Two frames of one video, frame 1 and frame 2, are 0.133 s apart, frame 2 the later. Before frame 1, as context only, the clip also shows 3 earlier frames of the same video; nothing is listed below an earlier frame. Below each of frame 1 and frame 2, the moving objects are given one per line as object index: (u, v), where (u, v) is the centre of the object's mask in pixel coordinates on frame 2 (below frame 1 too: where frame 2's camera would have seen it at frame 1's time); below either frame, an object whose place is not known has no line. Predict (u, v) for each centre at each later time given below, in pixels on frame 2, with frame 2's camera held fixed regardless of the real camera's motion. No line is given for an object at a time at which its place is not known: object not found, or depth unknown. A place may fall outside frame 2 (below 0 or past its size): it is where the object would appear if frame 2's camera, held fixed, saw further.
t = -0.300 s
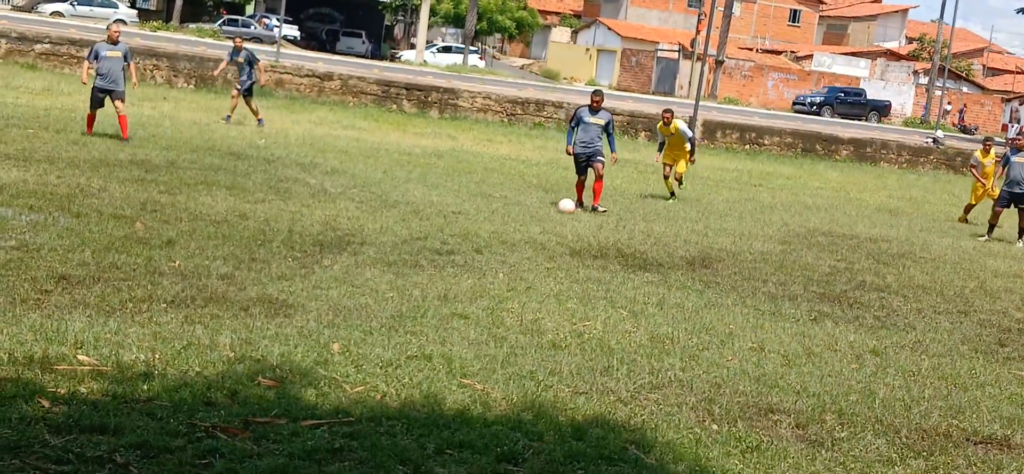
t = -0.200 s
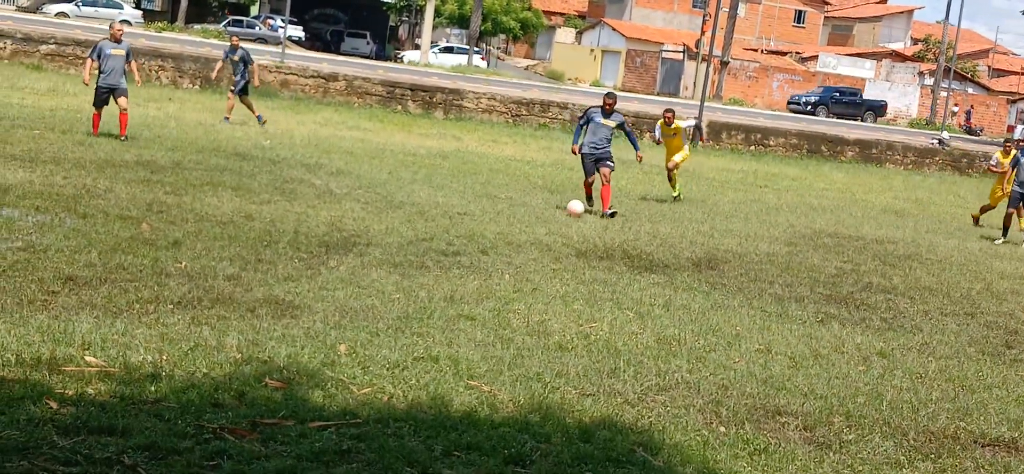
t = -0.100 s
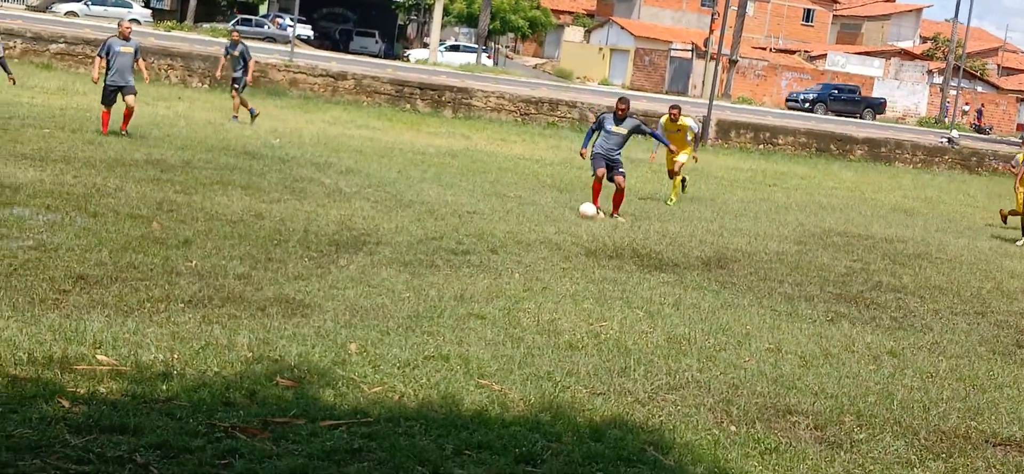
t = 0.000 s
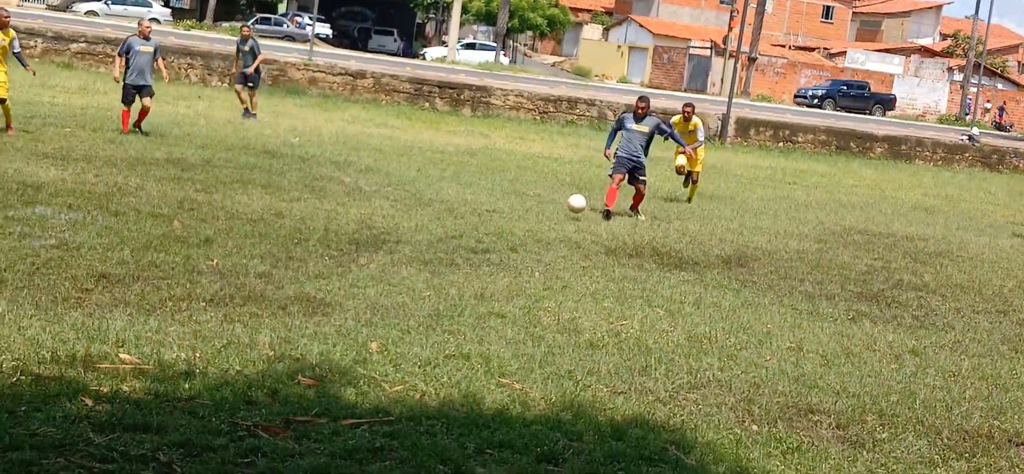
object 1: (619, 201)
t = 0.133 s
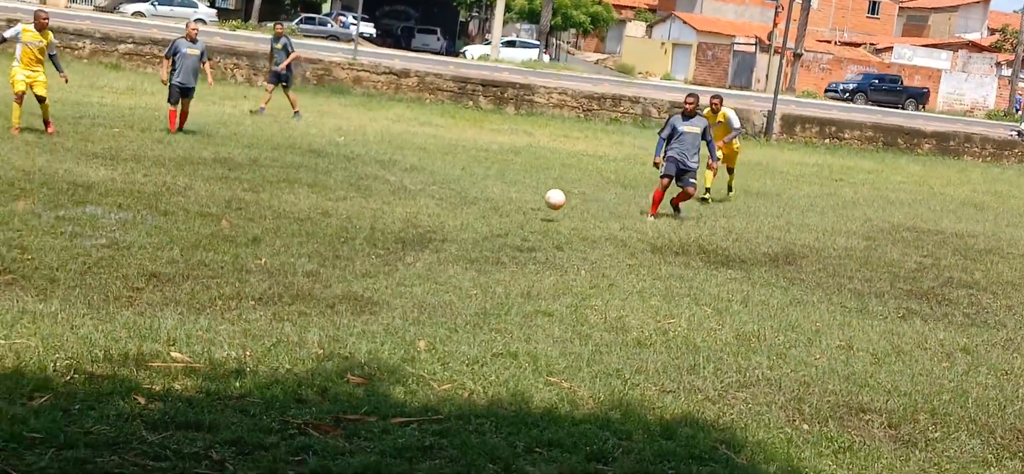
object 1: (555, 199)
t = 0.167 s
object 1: (537, 201)
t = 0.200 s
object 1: (517, 203)
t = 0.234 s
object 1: (497, 207)
